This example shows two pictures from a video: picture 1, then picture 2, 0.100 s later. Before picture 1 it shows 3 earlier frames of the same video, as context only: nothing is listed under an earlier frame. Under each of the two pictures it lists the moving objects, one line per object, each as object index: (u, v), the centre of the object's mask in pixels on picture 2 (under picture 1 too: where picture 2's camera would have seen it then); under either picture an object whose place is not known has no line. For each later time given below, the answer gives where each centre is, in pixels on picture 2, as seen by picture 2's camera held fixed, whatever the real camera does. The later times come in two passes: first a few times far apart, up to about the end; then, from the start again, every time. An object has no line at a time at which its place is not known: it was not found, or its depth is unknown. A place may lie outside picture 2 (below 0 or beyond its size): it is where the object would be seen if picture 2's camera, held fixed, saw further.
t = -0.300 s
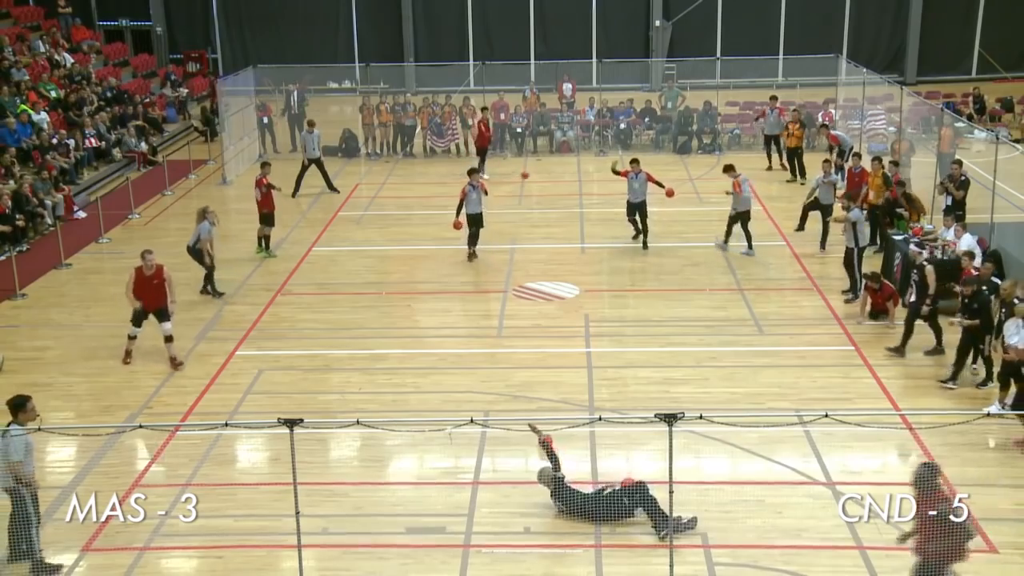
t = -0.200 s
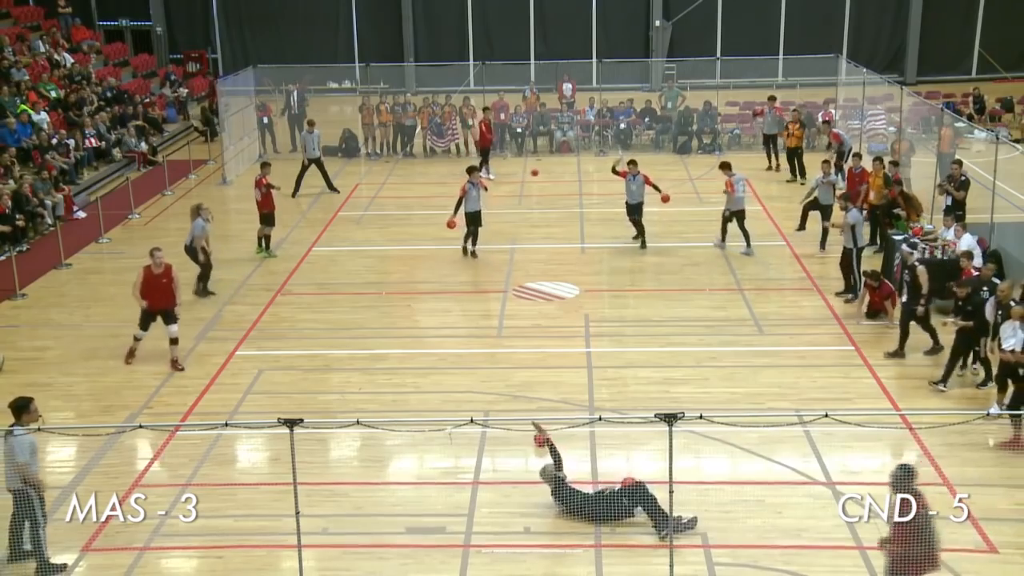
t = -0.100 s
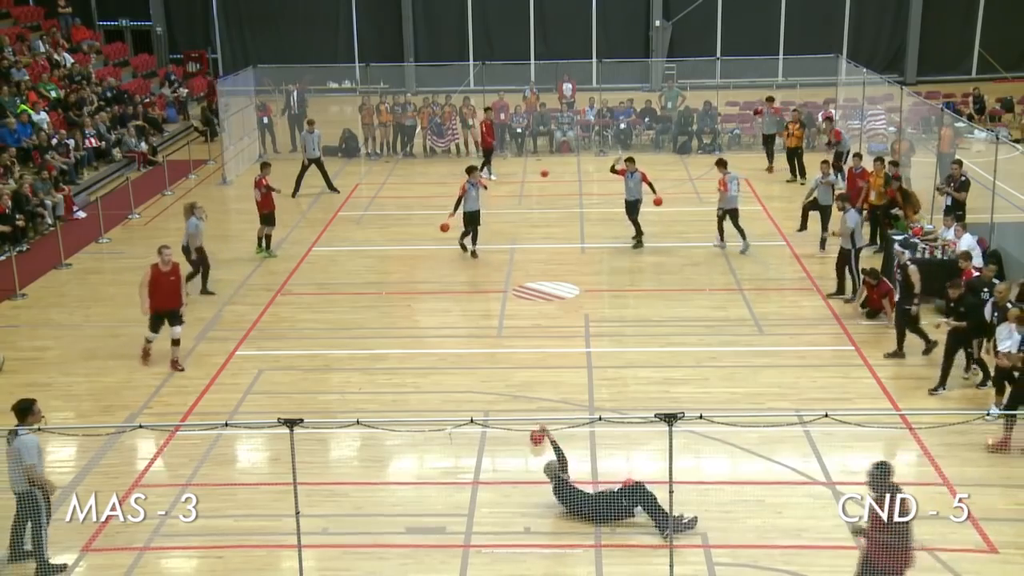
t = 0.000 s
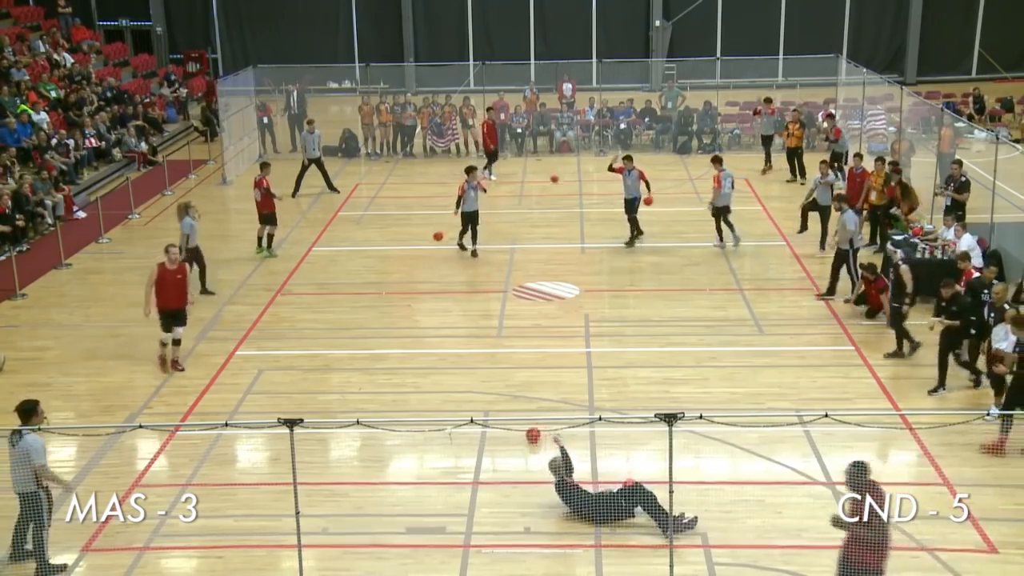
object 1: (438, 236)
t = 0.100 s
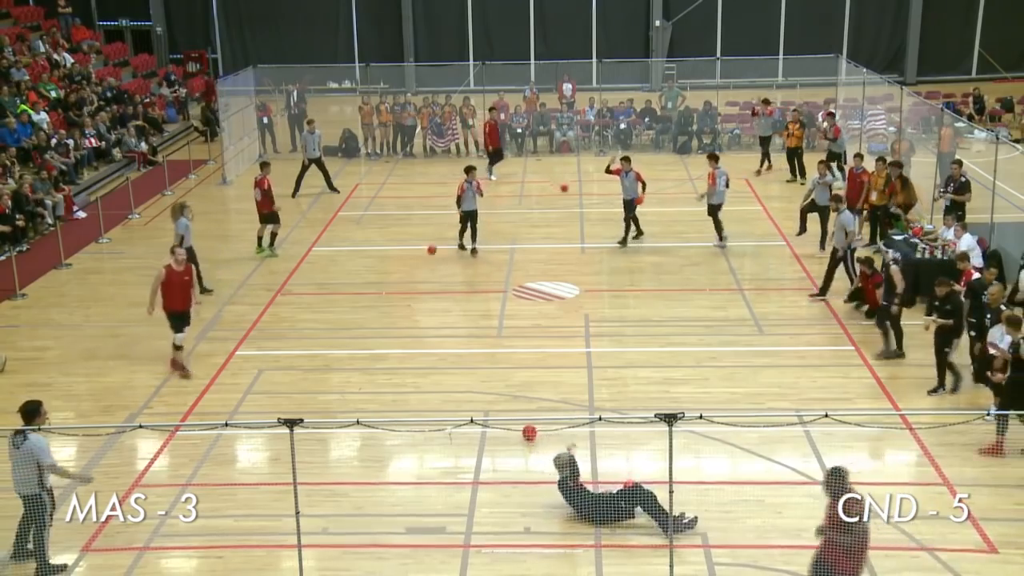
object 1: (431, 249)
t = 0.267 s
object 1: (422, 257)
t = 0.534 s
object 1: (409, 254)
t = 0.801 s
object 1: (396, 265)
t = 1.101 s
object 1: (382, 272)
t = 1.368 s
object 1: (370, 275)
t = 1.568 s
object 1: (361, 278)
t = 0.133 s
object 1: (429, 255)
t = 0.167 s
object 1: (428, 262)
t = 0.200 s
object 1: (426, 263)
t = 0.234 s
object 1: (424, 260)
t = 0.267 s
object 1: (422, 257)
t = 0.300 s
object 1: (421, 255)
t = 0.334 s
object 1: (419, 253)
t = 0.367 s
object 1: (417, 252)
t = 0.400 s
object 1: (415, 252)
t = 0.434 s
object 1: (414, 252)
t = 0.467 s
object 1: (412, 252)
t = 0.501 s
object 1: (411, 253)
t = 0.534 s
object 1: (409, 254)
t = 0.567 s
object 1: (408, 256)
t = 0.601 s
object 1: (406, 260)
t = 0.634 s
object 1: (404, 263)
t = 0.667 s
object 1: (403, 268)
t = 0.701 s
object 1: (401, 270)
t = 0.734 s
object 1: (400, 268)
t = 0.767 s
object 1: (398, 266)
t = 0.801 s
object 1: (396, 265)
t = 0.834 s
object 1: (395, 264)
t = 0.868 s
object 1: (393, 264)
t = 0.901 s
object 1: (391, 265)
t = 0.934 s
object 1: (390, 266)
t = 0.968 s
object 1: (388, 268)
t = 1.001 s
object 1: (387, 270)
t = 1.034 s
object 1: (385, 273)
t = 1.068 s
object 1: (384, 274)
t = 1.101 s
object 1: (382, 272)
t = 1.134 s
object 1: (380, 271)
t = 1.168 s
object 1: (379, 271)
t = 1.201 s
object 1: (377, 271)
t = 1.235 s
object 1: (376, 273)
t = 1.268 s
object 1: (374, 274)
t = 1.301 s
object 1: (373, 276)
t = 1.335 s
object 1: (371, 276)
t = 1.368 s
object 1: (370, 275)
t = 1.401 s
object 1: (368, 276)
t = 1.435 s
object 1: (367, 276)
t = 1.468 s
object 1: (365, 278)
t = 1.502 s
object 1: (364, 278)
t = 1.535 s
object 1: (362, 278)
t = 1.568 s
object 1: (361, 278)
